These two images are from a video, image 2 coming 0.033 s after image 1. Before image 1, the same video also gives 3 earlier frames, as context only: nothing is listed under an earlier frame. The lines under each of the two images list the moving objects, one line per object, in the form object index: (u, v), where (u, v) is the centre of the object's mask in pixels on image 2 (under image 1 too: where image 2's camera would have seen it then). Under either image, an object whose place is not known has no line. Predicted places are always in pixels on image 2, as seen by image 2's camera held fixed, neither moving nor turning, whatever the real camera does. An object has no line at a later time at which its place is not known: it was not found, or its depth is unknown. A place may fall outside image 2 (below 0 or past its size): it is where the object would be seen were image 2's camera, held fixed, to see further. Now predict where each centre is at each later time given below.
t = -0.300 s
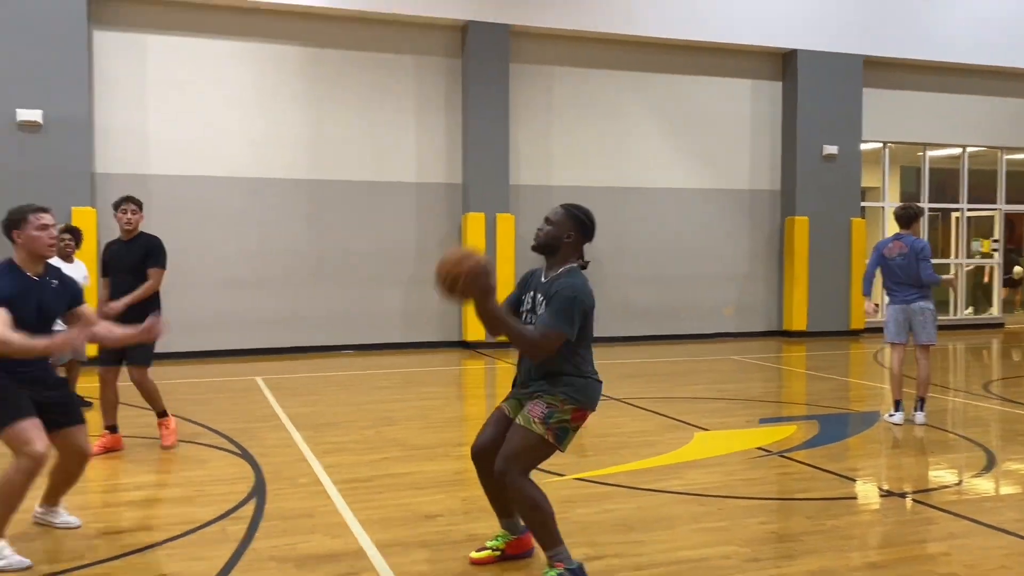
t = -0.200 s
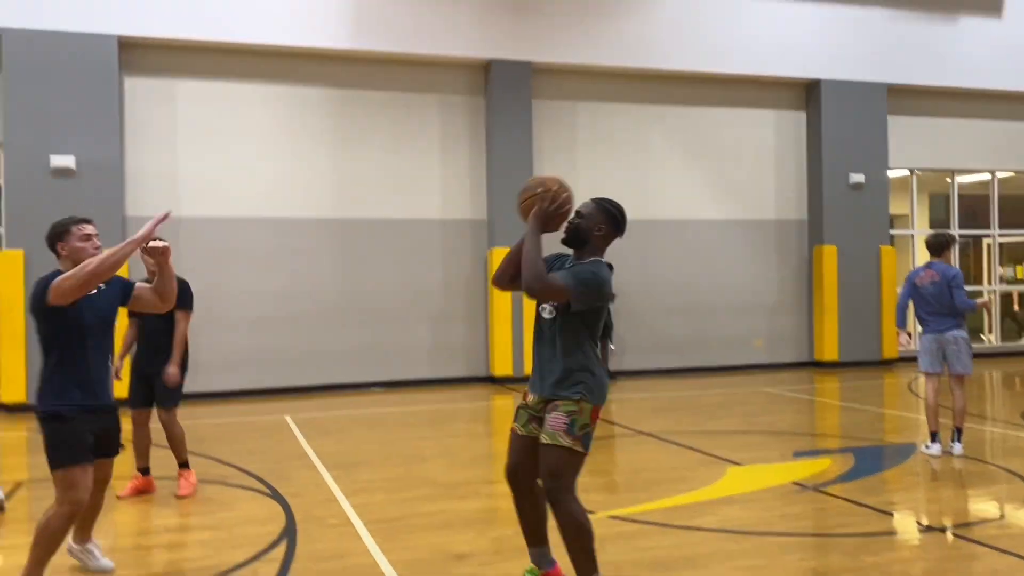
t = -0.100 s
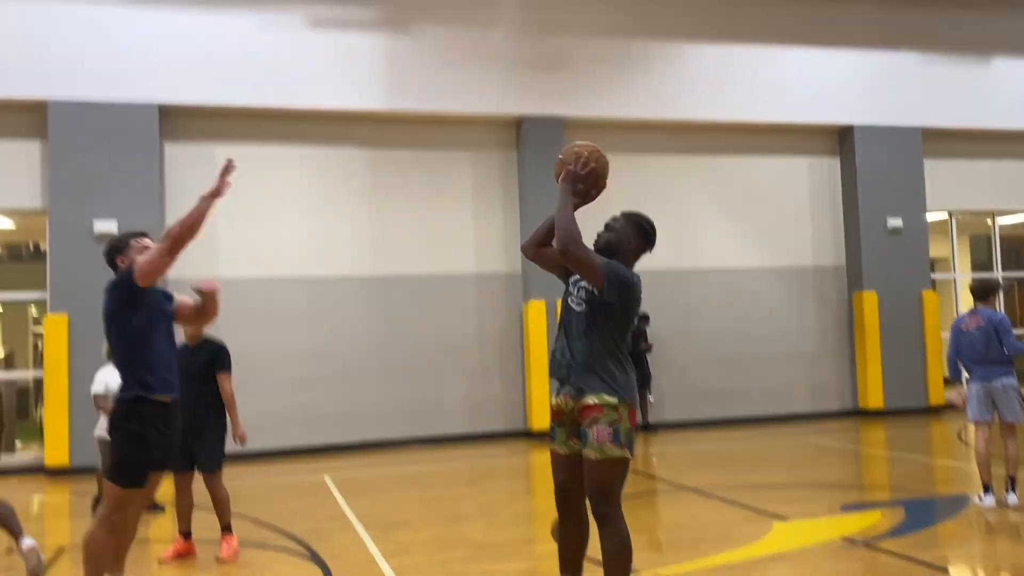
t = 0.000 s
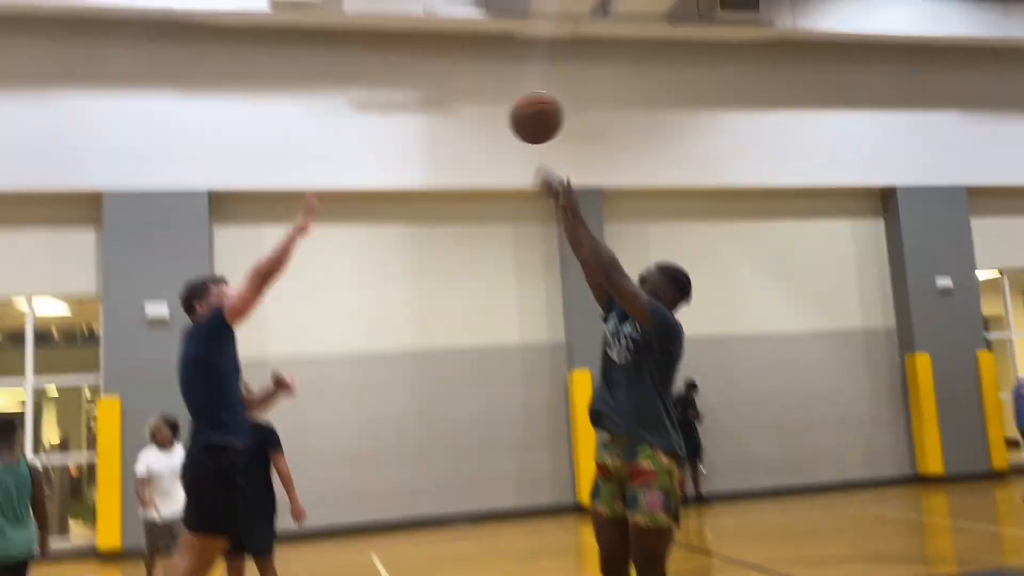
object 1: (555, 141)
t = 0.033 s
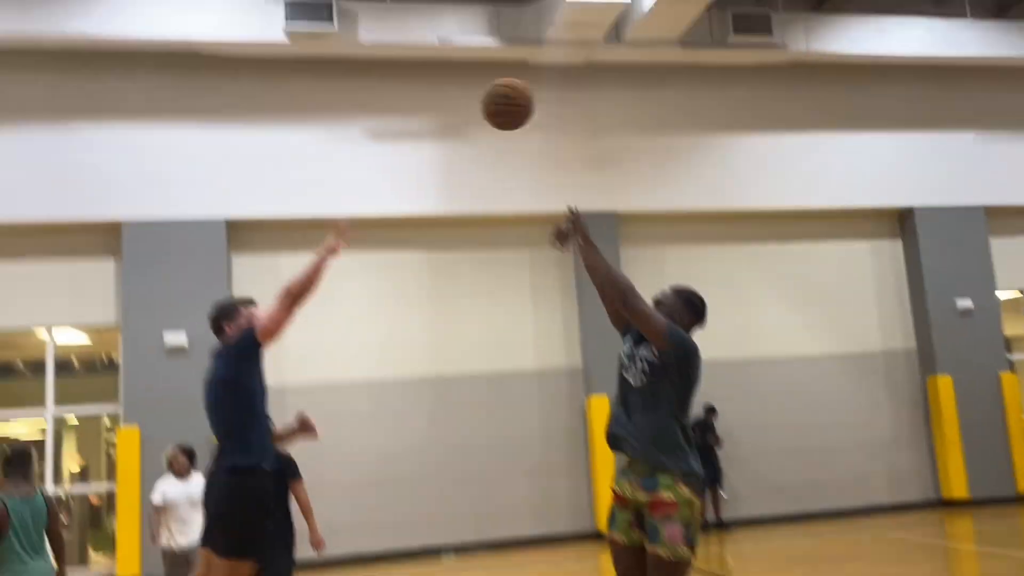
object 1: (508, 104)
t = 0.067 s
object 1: (464, 69)
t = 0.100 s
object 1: (422, 36)
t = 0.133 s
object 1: (382, 4)
